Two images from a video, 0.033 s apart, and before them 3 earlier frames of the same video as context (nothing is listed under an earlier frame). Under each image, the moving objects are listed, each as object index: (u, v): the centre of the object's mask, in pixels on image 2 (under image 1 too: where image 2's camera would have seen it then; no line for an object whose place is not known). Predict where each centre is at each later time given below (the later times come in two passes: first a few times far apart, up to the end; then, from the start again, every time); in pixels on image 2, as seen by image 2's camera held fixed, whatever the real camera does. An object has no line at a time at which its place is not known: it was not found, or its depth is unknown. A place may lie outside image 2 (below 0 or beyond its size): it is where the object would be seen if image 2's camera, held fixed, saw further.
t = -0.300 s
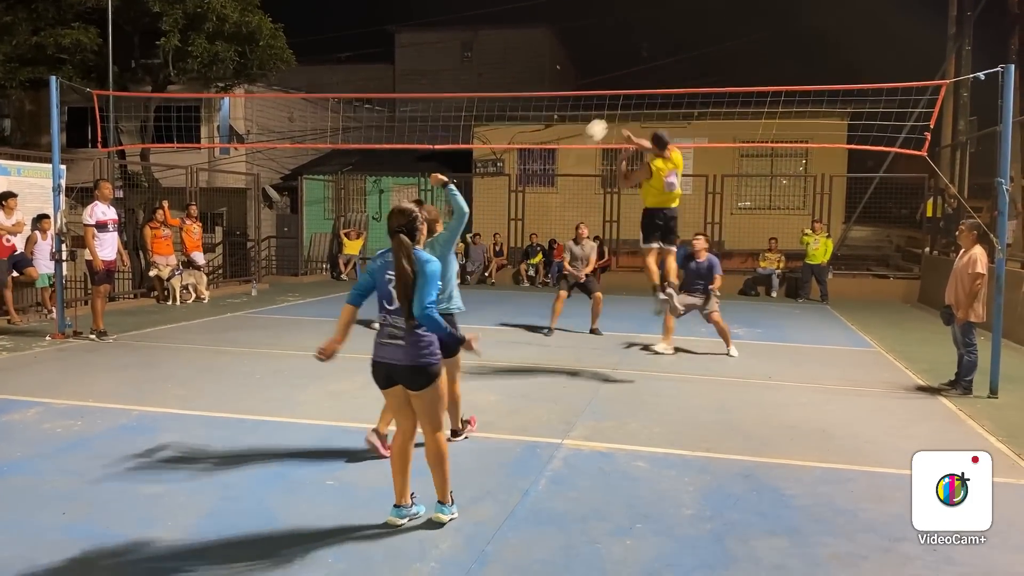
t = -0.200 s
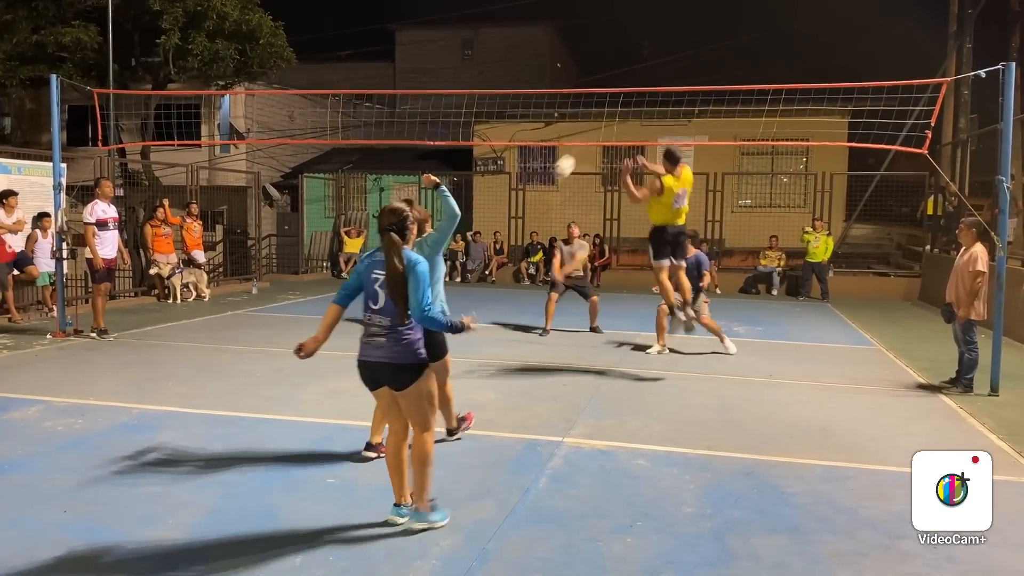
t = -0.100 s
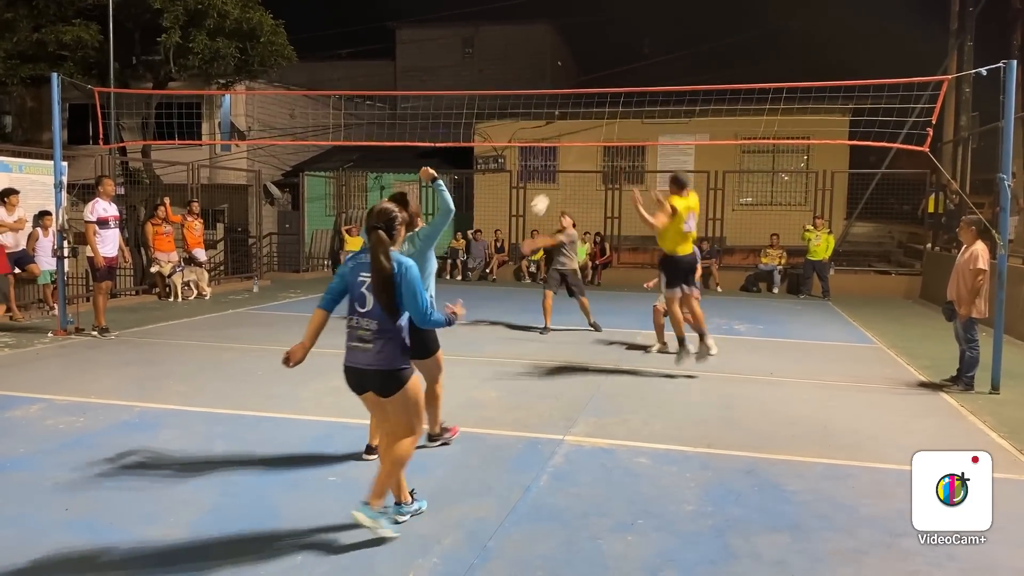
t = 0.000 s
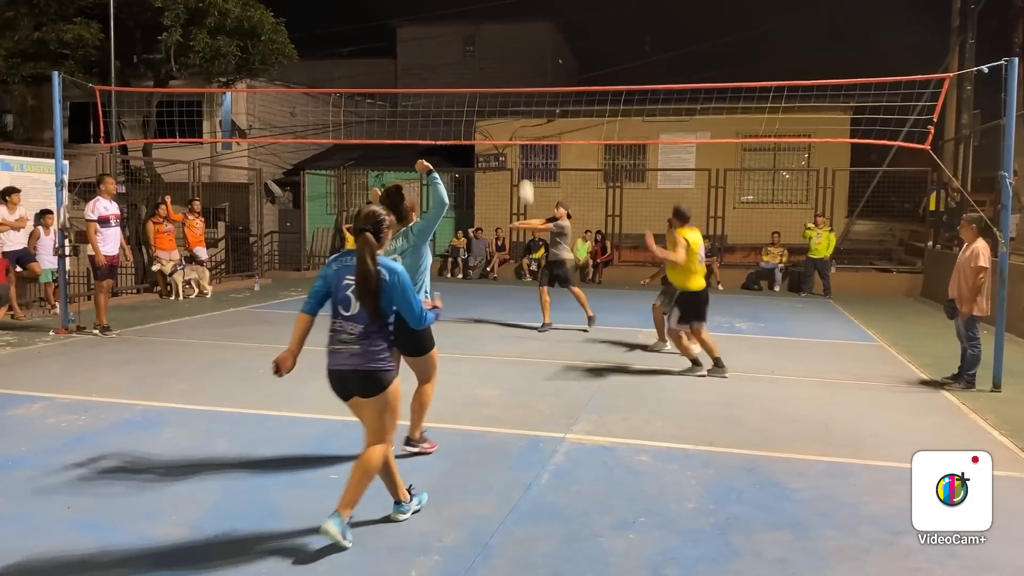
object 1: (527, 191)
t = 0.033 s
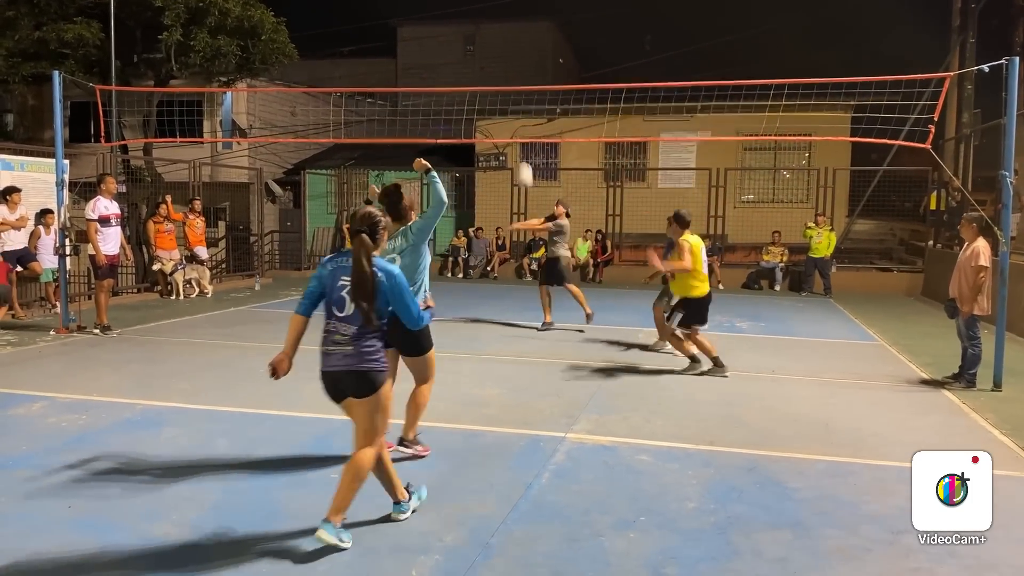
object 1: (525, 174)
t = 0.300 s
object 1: (511, 70)
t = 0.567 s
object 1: (497, 20)
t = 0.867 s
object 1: (483, 30)
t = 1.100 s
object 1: (472, 81)
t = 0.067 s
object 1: (523, 158)
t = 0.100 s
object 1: (521, 144)
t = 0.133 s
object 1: (520, 127)
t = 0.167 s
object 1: (518, 114)
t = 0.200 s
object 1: (516, 103)
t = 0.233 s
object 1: (515, 91)
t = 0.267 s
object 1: (512, 79)
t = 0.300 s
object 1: (511, 70)
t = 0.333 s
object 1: (509, 60)
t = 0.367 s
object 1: (507, 52)
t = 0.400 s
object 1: (506, 45)
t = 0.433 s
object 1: (504, 38)
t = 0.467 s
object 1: (502, 32)
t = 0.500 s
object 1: (501, 27)
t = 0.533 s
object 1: (499, 23)
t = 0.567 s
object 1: (497, 20)
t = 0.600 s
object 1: (496, 18)
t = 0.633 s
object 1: (494, 16)
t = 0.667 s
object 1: (492, 16)
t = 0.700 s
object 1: (491, 16)
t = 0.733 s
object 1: (489, 17)
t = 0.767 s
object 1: (487, 19)
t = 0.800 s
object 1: (486, 22)
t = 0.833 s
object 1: (484, 25)
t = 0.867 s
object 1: (483, 30)
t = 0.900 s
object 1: (481, 35)
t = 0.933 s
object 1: (479, 41)
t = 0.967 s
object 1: (478, 48)
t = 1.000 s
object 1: (476, 55)
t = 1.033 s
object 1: (474, 63)
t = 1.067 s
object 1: (473, 72)
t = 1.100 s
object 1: (472, 81)
